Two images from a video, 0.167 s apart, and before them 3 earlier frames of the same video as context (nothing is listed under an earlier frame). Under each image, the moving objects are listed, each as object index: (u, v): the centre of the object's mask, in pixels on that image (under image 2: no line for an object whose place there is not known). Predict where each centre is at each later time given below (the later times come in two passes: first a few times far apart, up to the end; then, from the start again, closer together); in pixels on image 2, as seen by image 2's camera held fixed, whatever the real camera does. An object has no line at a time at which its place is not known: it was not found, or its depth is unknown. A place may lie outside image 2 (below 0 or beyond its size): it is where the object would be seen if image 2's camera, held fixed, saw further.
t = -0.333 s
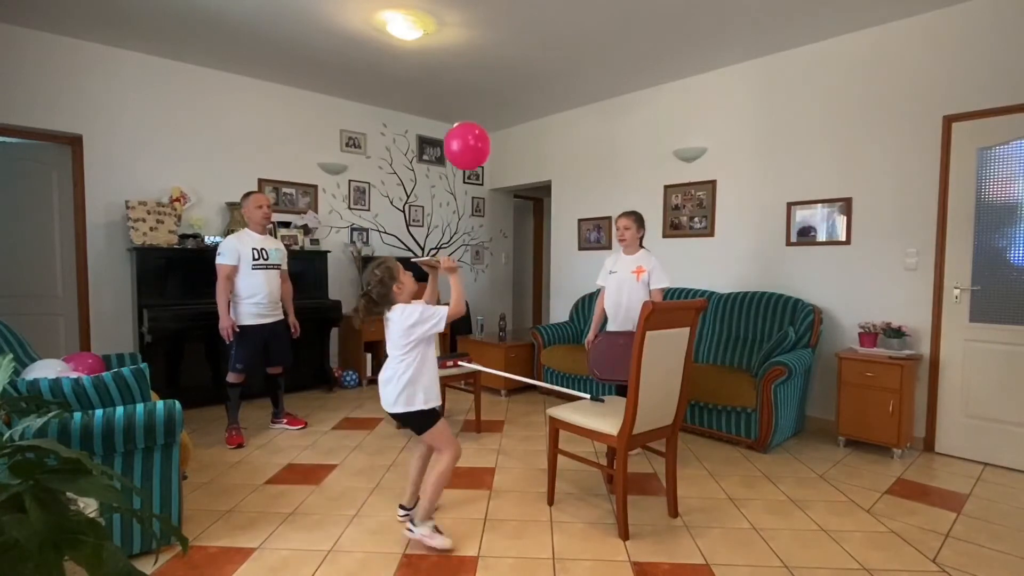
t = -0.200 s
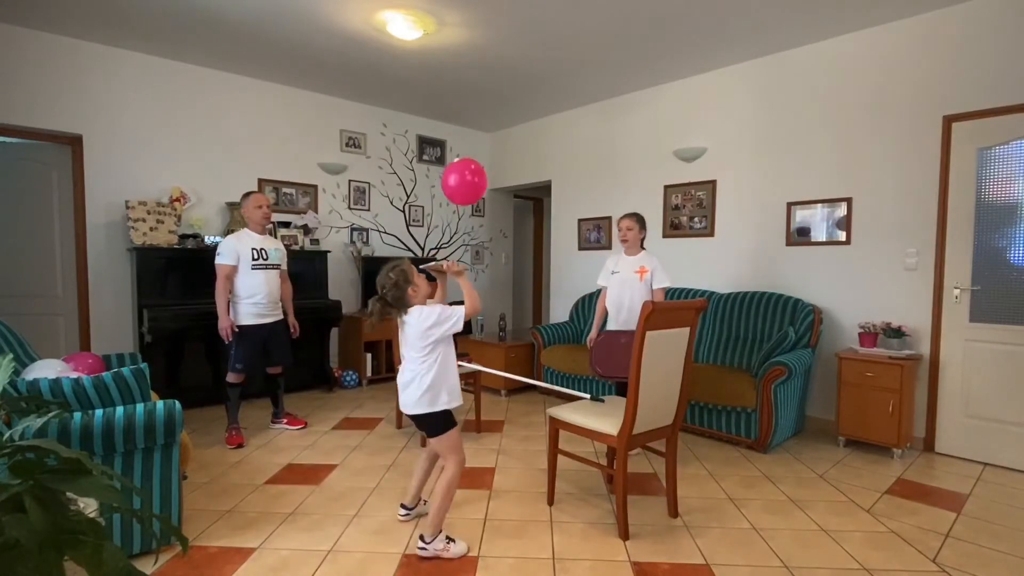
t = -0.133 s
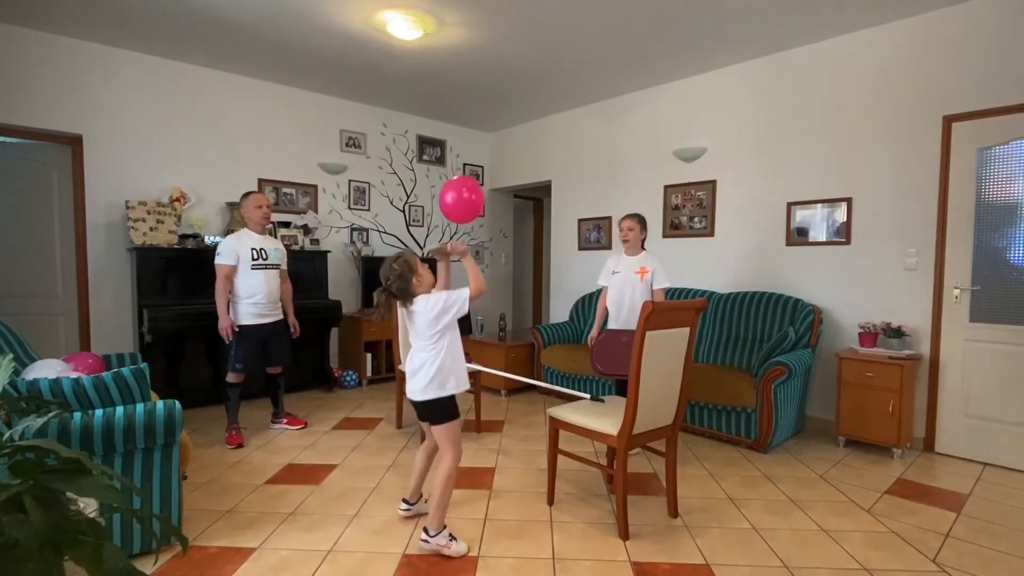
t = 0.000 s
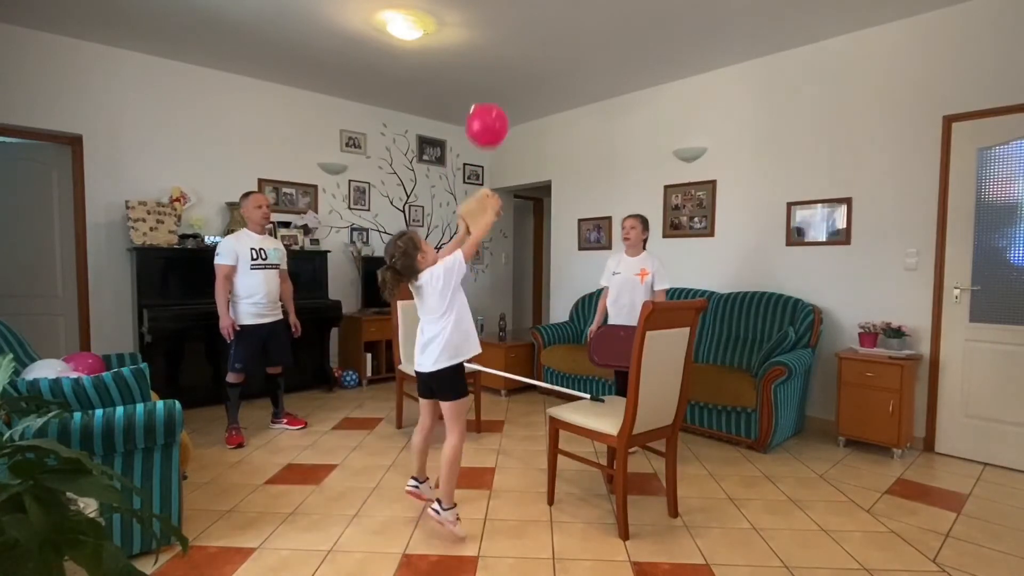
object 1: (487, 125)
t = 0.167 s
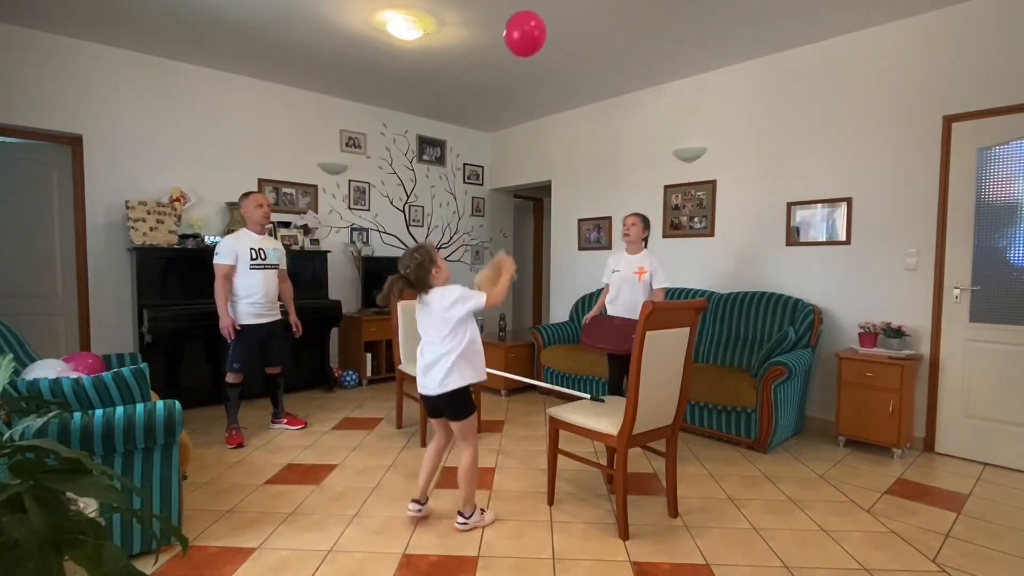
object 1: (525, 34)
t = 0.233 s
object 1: (538, 19)
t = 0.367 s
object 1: (557, 11)
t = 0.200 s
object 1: (532, 24)
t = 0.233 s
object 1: (538, 19)
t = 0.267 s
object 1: (544, 16)
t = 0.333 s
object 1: (553, 12)
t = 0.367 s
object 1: (557, 11)
